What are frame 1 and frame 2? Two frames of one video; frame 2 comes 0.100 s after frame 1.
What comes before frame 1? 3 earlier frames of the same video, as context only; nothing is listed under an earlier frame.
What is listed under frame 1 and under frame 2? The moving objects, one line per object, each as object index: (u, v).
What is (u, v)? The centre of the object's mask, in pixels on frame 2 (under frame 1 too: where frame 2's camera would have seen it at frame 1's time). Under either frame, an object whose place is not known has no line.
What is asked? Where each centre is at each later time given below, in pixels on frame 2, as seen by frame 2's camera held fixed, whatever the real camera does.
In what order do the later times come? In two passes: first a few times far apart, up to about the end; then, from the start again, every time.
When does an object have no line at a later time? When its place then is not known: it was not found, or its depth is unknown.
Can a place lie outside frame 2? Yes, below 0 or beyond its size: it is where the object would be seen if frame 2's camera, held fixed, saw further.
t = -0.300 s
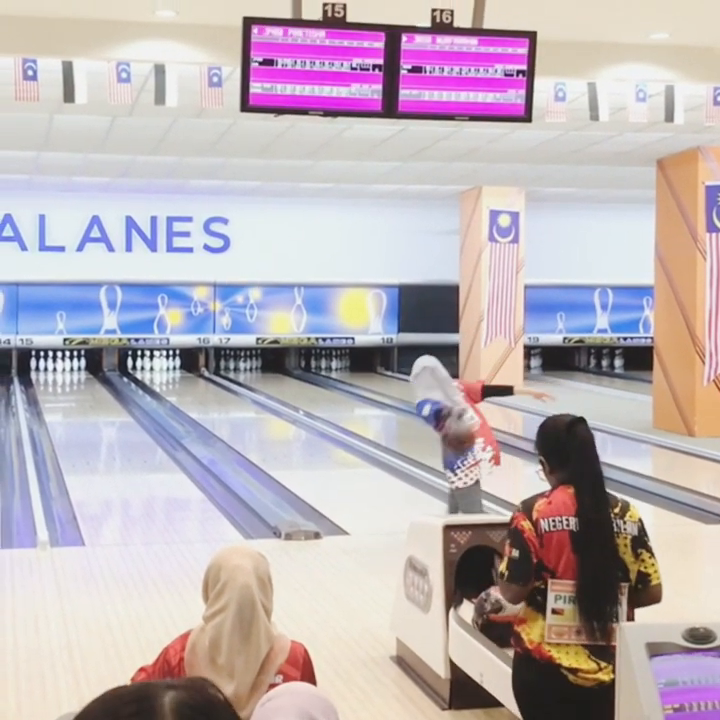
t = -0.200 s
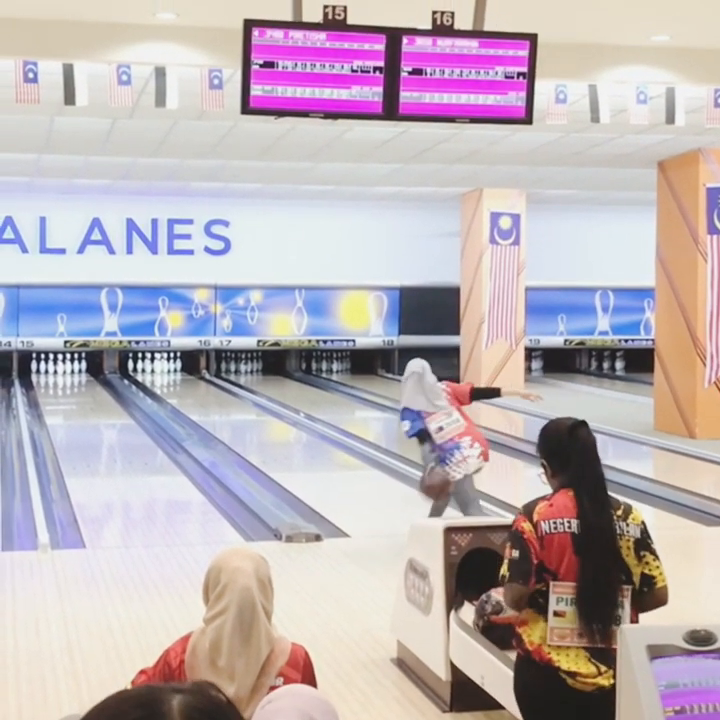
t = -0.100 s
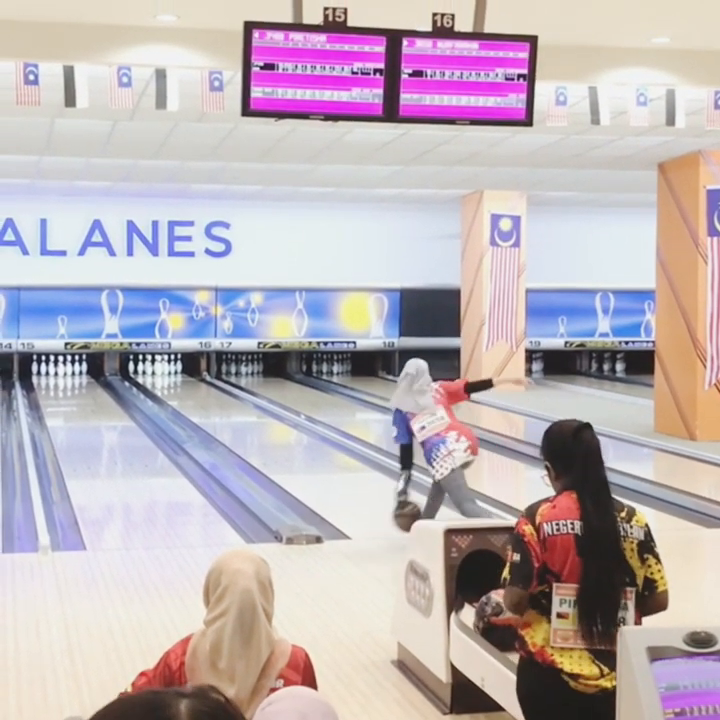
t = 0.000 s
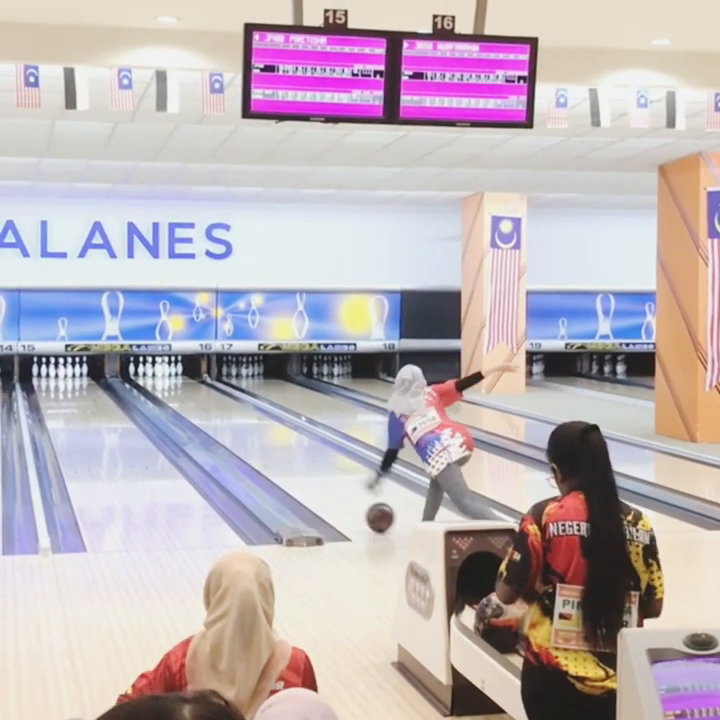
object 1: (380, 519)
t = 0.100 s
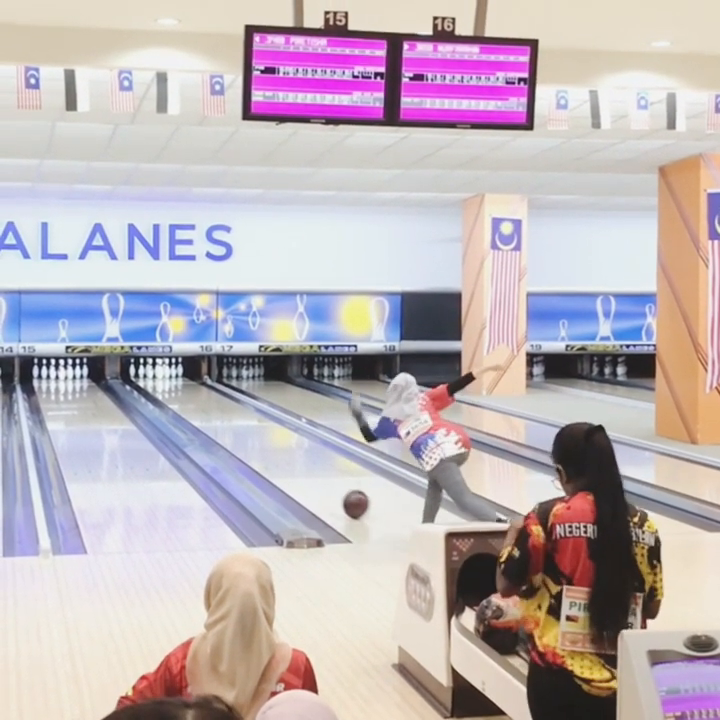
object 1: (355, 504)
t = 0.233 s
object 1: (328, 486)
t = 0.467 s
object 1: (288, 462)
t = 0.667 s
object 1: (262, 445)
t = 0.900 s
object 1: (237, 429)
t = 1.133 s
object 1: (217, 417)
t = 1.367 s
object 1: (201, 407)
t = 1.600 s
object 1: (186, 398)
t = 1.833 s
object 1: (175, 390)
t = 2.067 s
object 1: (167, 383)
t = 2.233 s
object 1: (162, 380)
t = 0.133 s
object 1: (348, 499)
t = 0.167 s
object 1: (341, 495)
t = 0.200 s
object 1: (334, 490)
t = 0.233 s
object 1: (328, 486)
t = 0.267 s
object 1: (321, 482)
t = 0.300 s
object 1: (315, 478)
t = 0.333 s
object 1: (309, 475)
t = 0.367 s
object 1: (304, 471)
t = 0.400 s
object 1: (299, 468)
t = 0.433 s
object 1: (293, 465)
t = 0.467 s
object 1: (288, 462)
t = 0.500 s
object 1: (284, 459)
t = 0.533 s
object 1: (279, 456)
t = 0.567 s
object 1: (275, 453)
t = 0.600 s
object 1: (270, 450)
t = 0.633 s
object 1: (266, 448)
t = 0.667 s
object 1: (262, 445)
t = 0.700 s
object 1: (258, 443)
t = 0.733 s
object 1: (254, 440)
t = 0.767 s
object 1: (251, 438)
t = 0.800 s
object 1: (247, 436)
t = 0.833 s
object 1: (244, 434)
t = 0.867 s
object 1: (240, 431)
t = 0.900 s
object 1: (237, 429)
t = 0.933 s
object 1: (234, 427)
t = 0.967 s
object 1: (231, 425)
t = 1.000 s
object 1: (228, 423)
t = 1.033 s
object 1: (225, 422)
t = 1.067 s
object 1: (222, 420)
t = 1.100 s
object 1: (220, 418)
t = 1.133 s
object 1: (217, 417)
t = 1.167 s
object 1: (214, 415)
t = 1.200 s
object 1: (212, 413)
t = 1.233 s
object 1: (210, 412)
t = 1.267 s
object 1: (207, 411)
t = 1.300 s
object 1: (205, 409)
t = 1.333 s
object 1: (203, 408)
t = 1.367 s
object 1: (201, 407)
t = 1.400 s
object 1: (199, 405)
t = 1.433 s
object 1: (196, 403)
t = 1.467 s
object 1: (194, 402)
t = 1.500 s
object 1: (192, 401)
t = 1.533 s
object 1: (191, 399)
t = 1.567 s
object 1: (189, 399)
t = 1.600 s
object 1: (186, 398)
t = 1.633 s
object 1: (184, 396)
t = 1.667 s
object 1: (183, 395)
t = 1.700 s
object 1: (181, 394)
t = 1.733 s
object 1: (180, 393)
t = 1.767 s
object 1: (178, 391)
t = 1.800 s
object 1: (176, 390)
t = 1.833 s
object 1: (175, 390)
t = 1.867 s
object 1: (174, 389)
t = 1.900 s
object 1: (172, 388)
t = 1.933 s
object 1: (171, 387)
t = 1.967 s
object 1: (169, 386)
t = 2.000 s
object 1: (168, 385)
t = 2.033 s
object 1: (168, 384)
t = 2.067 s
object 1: (167, 383)
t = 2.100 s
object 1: (165, 382)
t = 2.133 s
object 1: (164, 382)
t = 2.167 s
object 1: (164, 381)
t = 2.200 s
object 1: (163, 380)
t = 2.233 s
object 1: (162, 380)
